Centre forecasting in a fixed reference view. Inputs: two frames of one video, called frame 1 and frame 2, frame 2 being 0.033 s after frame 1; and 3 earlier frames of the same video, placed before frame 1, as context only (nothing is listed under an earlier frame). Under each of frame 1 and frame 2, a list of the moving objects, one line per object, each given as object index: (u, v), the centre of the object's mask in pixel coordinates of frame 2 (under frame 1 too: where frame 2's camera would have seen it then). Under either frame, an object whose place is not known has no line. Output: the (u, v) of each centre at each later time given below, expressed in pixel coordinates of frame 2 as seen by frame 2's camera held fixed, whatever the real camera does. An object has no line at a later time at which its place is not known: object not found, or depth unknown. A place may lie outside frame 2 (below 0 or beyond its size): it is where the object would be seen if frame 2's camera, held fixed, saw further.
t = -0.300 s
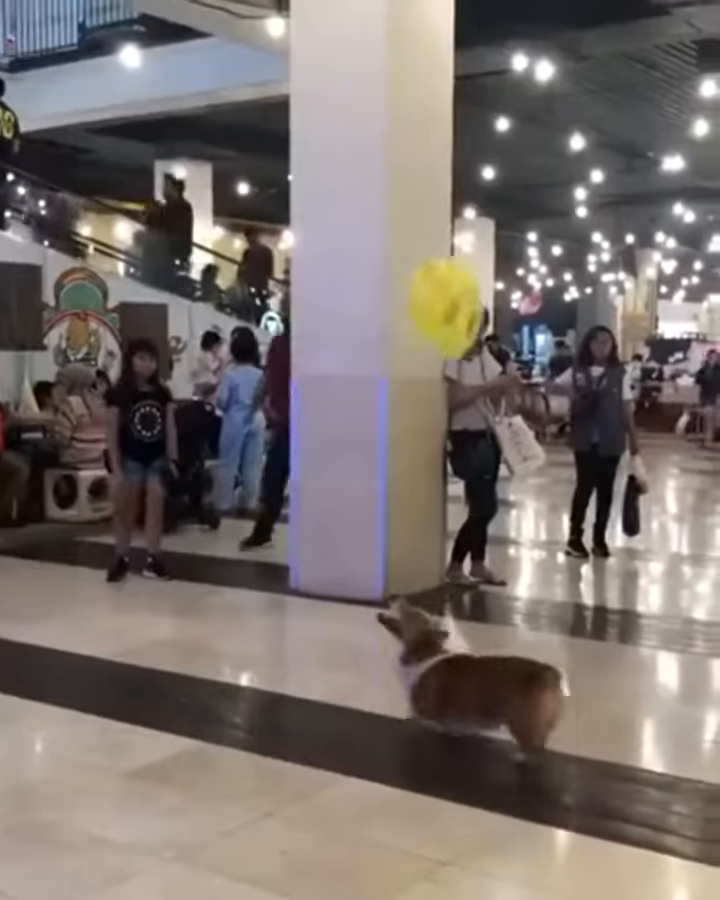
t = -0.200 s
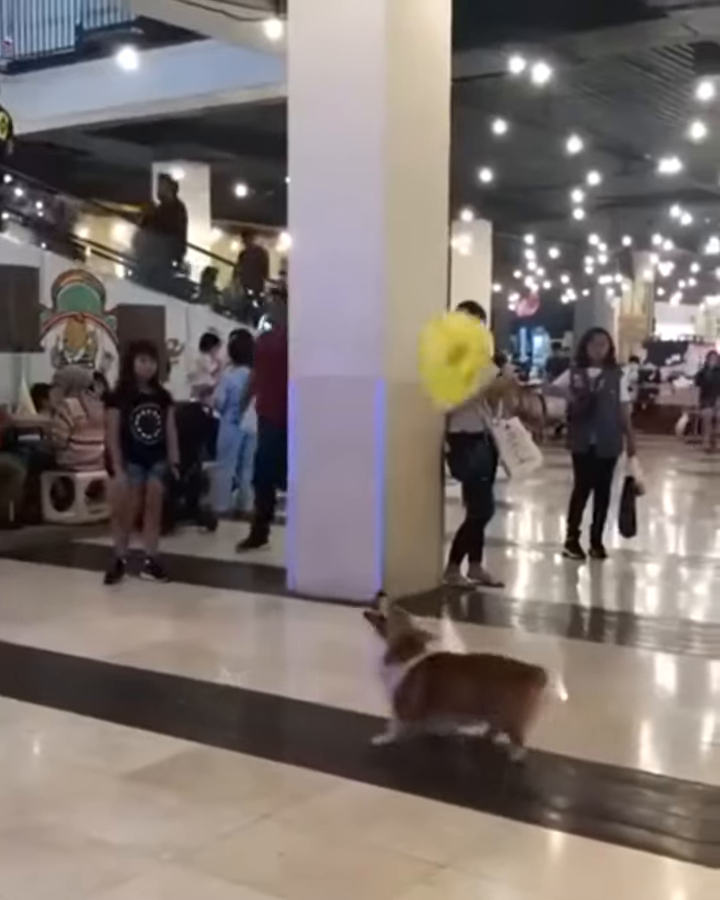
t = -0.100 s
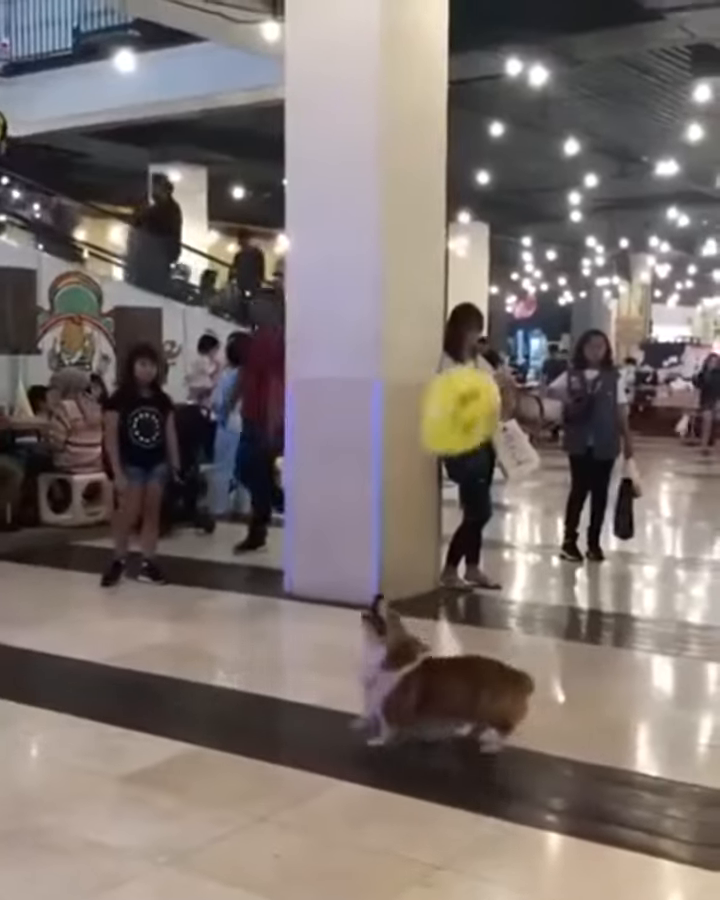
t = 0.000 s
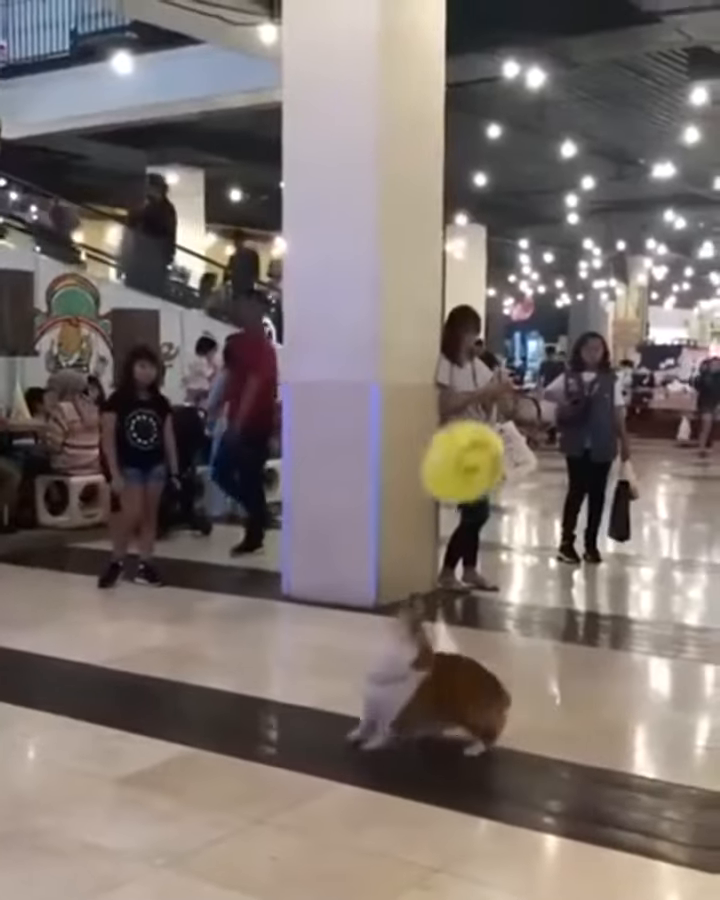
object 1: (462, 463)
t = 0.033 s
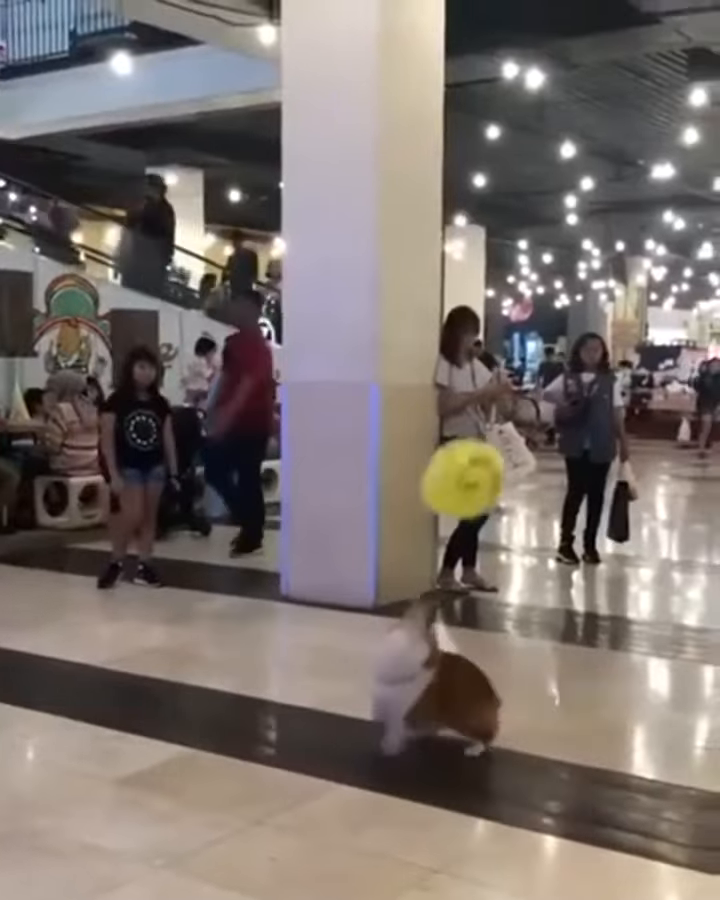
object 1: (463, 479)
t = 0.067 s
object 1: (464, 494)
